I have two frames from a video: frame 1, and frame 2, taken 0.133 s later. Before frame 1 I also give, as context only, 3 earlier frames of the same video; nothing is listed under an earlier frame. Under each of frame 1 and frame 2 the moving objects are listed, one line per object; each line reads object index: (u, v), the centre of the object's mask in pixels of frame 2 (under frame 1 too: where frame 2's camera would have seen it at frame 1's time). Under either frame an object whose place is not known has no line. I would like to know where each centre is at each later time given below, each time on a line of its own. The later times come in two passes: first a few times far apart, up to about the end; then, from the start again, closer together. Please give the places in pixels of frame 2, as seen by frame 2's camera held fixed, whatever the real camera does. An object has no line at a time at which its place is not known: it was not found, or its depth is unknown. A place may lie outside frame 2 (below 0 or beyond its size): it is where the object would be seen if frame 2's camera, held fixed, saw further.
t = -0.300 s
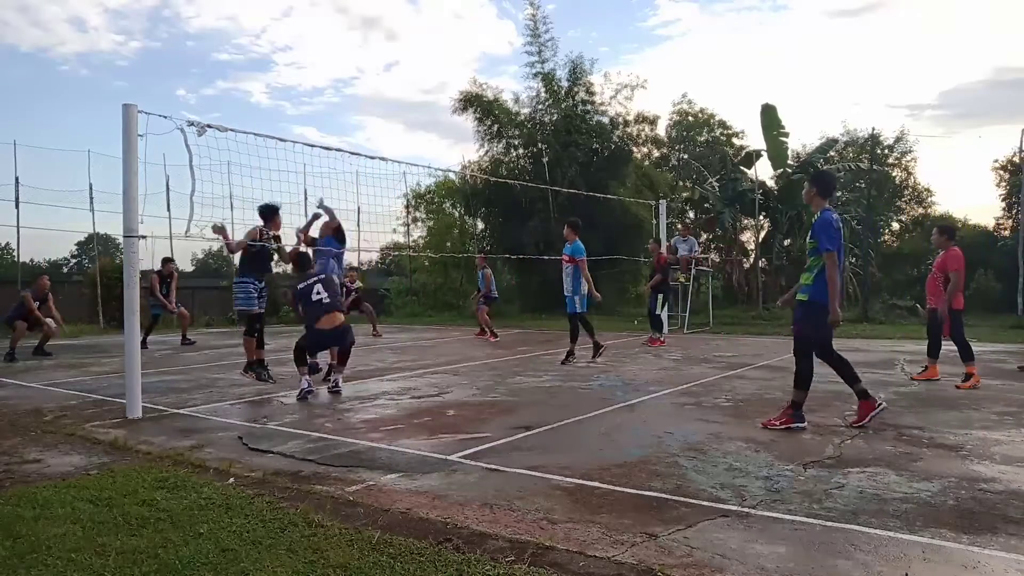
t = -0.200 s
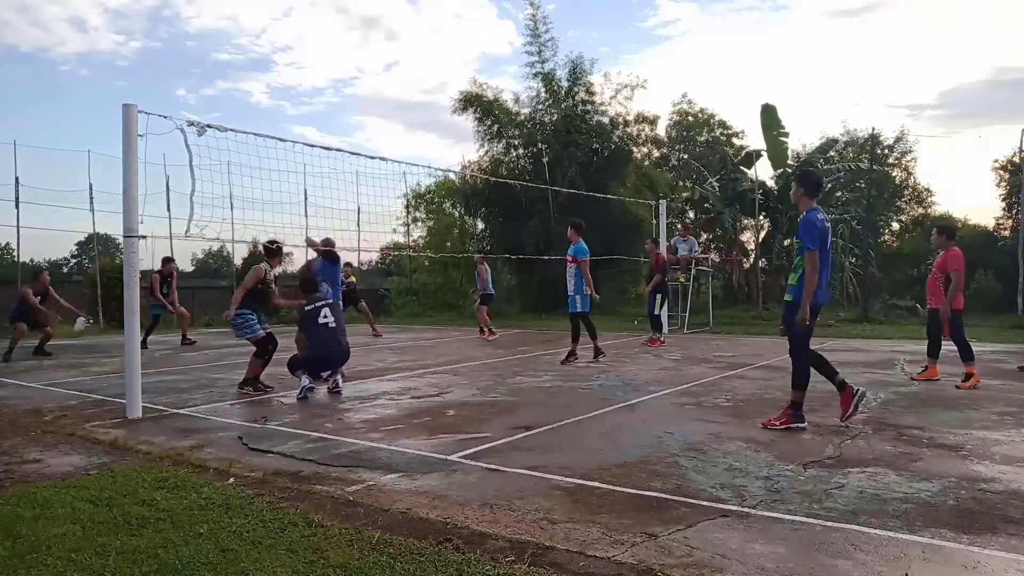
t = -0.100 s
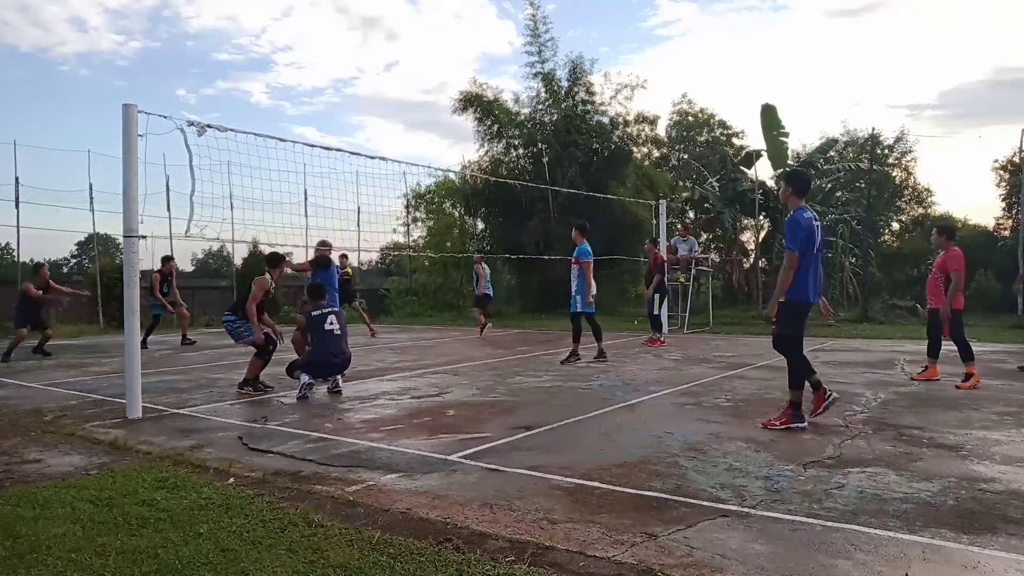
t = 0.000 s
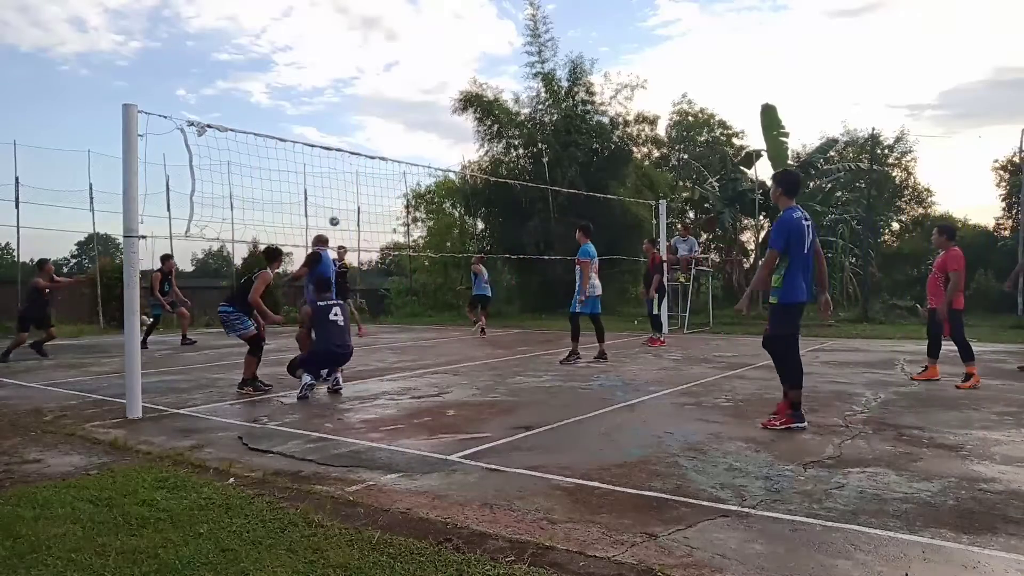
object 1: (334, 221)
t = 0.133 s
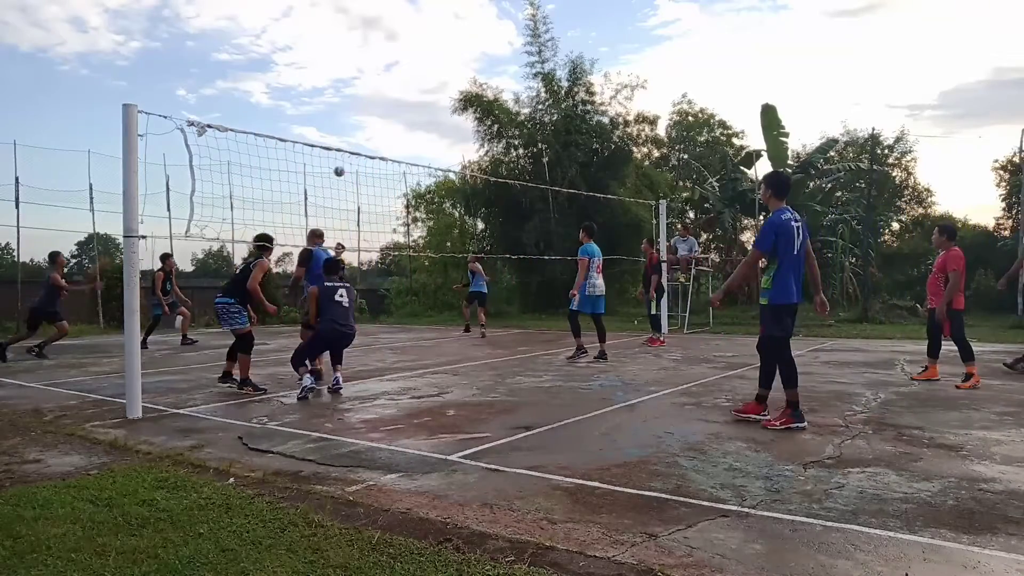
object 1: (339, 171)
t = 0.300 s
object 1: (346, 122)
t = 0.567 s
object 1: (357, 73)
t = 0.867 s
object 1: (371, 62)
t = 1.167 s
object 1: (386, 96)
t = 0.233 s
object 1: (343, 140)
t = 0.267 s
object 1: (344, 131)
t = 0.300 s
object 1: (346, 122)
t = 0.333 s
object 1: (347, 114)
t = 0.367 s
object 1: (348, 106)
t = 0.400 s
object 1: (350, 99)
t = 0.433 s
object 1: (351, 93)
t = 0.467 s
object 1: (353, 87)
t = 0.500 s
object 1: (354, 82)
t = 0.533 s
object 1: (356, 77)
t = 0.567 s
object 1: (357, 73)
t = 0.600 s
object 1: (359, 70)
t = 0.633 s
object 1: (360, 67)
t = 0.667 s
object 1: (362, 64)
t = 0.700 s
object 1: (363, 62)
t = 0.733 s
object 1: (365, 61)
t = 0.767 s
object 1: (366, 61)
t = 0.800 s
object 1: (368, 60)
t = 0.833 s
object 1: (370, 61)
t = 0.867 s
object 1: (371, 62)
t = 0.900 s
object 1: (373, 63)
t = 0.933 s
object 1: (374, 66)
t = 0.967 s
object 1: (376, 68)
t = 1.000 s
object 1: (378, 71)
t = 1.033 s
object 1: (379, 75)
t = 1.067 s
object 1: (381, 80)
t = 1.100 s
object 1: (383, 84)
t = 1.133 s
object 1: (384, 90)
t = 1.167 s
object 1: (386, 96)
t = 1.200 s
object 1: (388, 102)
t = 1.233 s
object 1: (389, 109)
